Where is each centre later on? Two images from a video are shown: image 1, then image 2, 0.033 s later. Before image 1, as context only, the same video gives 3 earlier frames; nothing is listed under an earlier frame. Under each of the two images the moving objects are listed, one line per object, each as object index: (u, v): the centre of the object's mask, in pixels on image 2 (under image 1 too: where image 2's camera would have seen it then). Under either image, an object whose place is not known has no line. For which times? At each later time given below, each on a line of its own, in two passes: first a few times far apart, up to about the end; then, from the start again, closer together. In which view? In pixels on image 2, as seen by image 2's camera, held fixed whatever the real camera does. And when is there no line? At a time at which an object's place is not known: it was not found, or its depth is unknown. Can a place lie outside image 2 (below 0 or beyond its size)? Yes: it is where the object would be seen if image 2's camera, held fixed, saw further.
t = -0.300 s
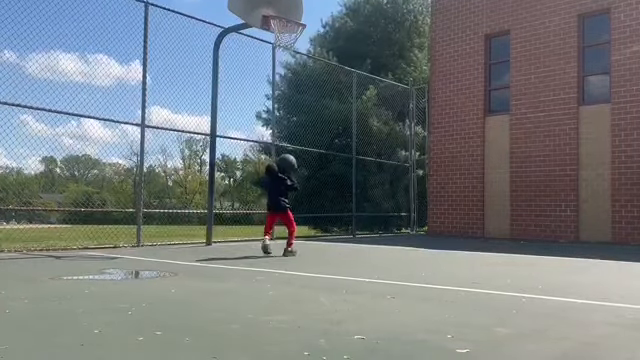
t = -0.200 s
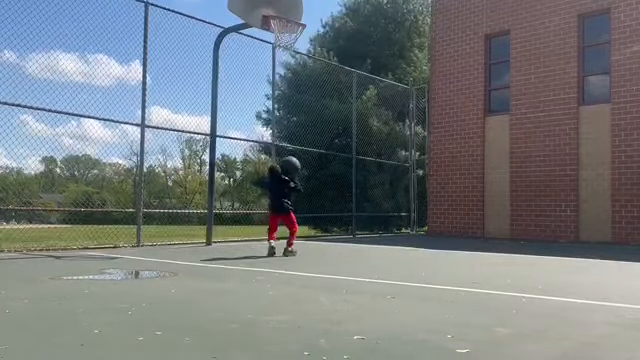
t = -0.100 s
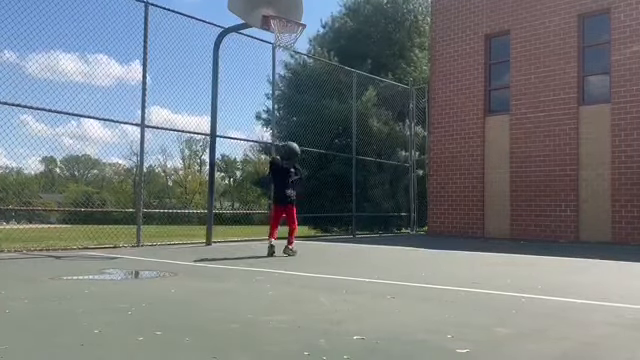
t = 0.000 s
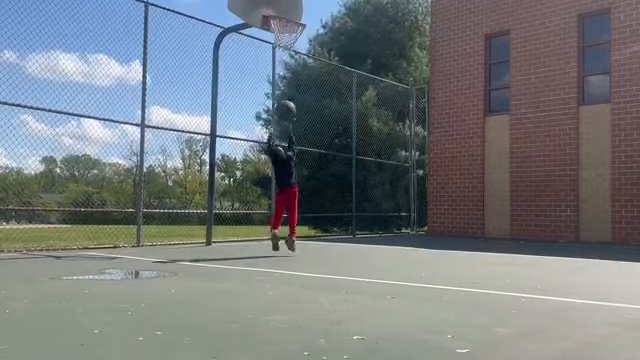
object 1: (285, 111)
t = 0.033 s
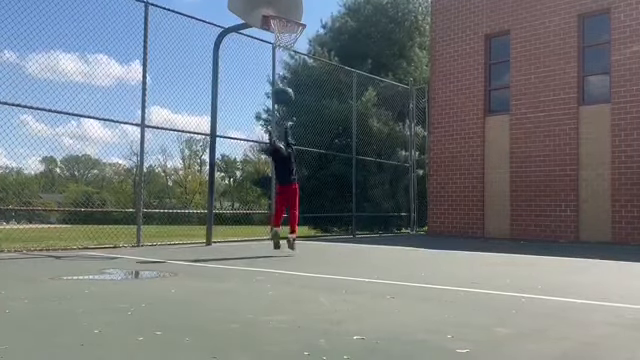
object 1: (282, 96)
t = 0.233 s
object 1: (270, 34)
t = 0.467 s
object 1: (255, 7)
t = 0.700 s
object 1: (239, 21)
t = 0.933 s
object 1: (220, 79)
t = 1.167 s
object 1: (199, 173)
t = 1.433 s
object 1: (178, 192)
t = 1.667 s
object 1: (160, 134)
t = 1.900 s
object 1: (143, 116)
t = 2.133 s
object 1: (122, 139)
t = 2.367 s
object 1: (99, 201)
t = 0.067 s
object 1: (280, 84)
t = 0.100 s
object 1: (279, 72)
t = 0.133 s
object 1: (276, 60)
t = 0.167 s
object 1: (274, 50)
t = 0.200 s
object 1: (272, 41)
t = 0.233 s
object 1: (270, 34)
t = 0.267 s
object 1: (268, 25)
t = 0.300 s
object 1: (266, 20)
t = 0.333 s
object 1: (264, 15)
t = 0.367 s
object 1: (262, 11)
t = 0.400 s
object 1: (260, 9)
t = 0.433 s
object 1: (258, 7)
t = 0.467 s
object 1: (255, 7)
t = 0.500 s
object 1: (253, 7)
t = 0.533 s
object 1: (251, 6)
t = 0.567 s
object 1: (249, 7)
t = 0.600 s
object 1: (246, 9)
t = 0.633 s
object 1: (244, 12)
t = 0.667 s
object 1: (242, 17)
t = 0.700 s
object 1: (239, 21)
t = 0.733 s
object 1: (237, 27)
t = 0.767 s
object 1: (234, 34)
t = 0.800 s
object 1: (230, 40)
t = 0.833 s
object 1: (228, 50)
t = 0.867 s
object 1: (226, 58)
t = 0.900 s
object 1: (224, 68)
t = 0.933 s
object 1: (220, 79)
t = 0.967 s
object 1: (218, 90)
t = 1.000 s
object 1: (214, 102)
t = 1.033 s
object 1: (212, 115)
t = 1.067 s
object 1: (209, 127)
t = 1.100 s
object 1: (206, 142)
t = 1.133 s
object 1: (202, 157)
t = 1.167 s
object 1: (199, 173)
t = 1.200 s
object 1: (197, 189)
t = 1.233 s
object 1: (193, 204)
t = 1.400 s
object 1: (180, 203)
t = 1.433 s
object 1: (178, 192)
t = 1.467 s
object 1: (174, 181)
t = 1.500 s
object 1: (172, 172)
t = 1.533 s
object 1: (170, 163)
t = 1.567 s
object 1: (168, 154)
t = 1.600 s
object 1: (165, 146)
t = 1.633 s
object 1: (163, 140)
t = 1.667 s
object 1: (160, 134)
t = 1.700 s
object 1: (158, 129)
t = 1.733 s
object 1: (155, 124)
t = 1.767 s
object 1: (153, 121)
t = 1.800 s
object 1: (151, 118)
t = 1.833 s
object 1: (147, 117)
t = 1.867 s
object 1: (145, 116)
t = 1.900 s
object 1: (143, 116)
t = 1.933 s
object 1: (139, 117)
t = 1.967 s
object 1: (136, 118)
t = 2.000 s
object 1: (133, 122)
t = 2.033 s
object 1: (130, 124)
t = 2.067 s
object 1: (127, 129)
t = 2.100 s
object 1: (125, 133)
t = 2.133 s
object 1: (122, 139)
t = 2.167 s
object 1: (118, 146)
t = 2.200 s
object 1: (115, 154)
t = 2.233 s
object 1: (112, 161)
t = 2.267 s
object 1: (108, 171)
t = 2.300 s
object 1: (104, 180)
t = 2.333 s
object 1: (102, 192)
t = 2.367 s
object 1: (99, 201)
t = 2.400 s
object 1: (98, 210)
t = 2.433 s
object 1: (92, 228)
